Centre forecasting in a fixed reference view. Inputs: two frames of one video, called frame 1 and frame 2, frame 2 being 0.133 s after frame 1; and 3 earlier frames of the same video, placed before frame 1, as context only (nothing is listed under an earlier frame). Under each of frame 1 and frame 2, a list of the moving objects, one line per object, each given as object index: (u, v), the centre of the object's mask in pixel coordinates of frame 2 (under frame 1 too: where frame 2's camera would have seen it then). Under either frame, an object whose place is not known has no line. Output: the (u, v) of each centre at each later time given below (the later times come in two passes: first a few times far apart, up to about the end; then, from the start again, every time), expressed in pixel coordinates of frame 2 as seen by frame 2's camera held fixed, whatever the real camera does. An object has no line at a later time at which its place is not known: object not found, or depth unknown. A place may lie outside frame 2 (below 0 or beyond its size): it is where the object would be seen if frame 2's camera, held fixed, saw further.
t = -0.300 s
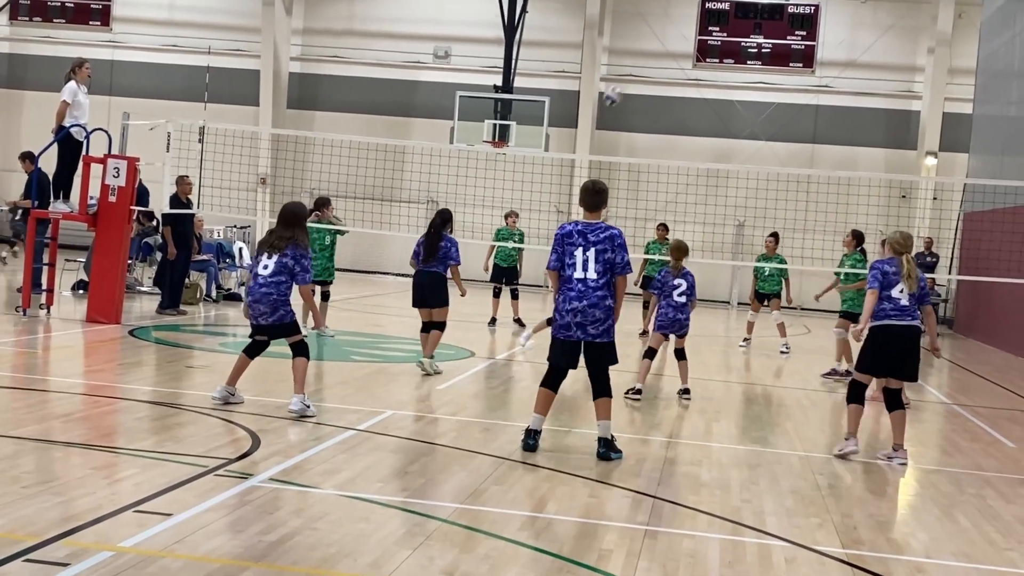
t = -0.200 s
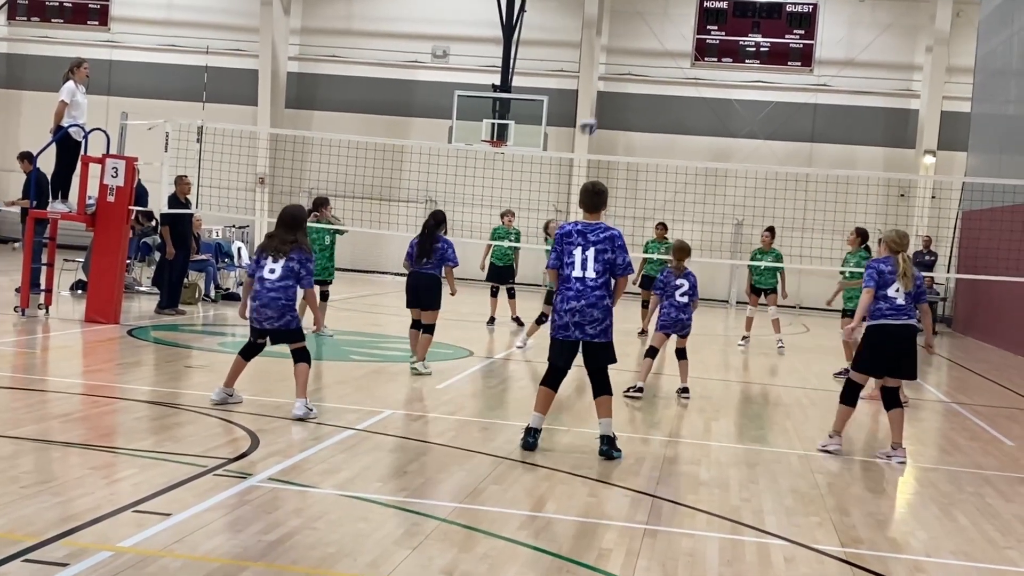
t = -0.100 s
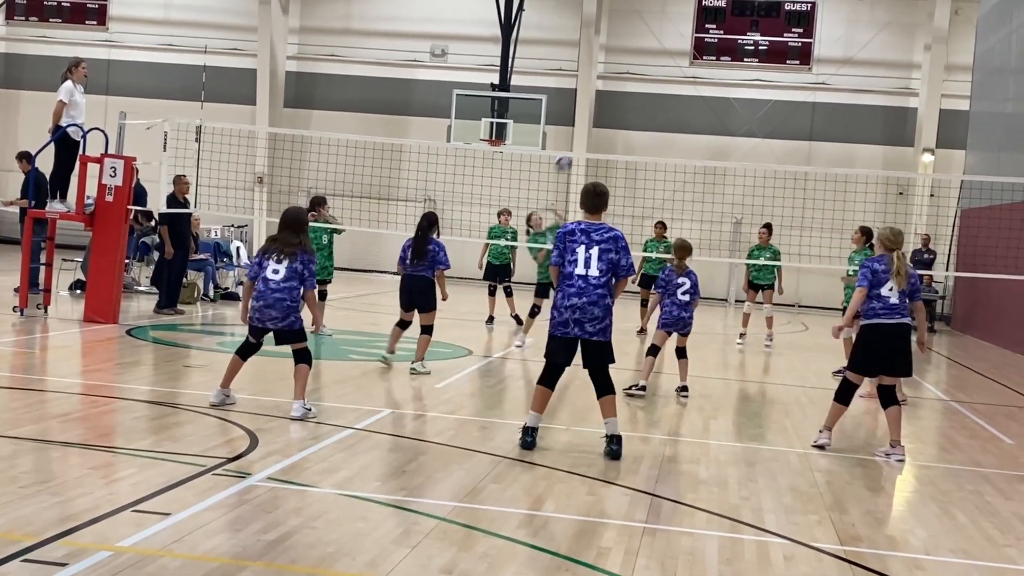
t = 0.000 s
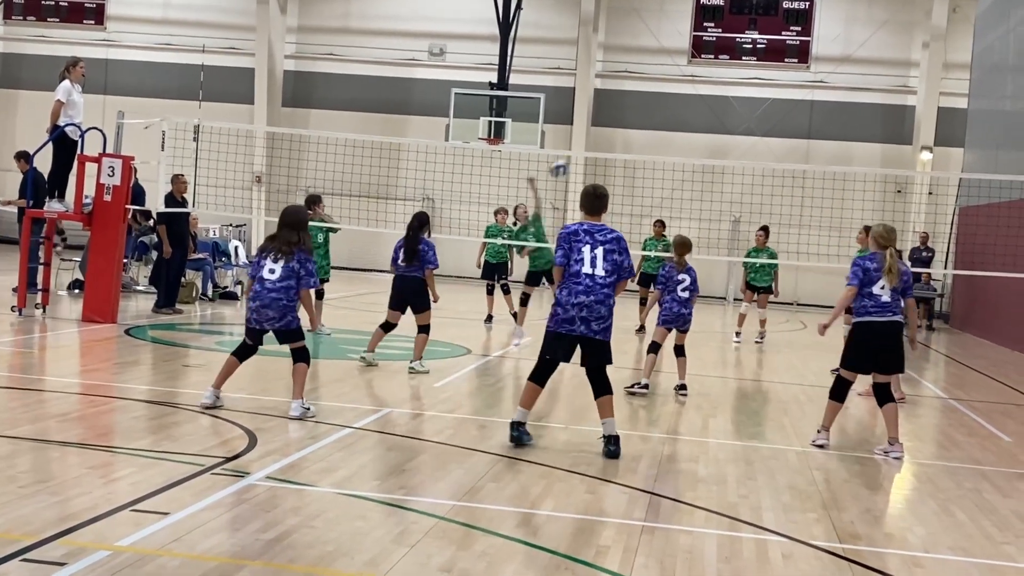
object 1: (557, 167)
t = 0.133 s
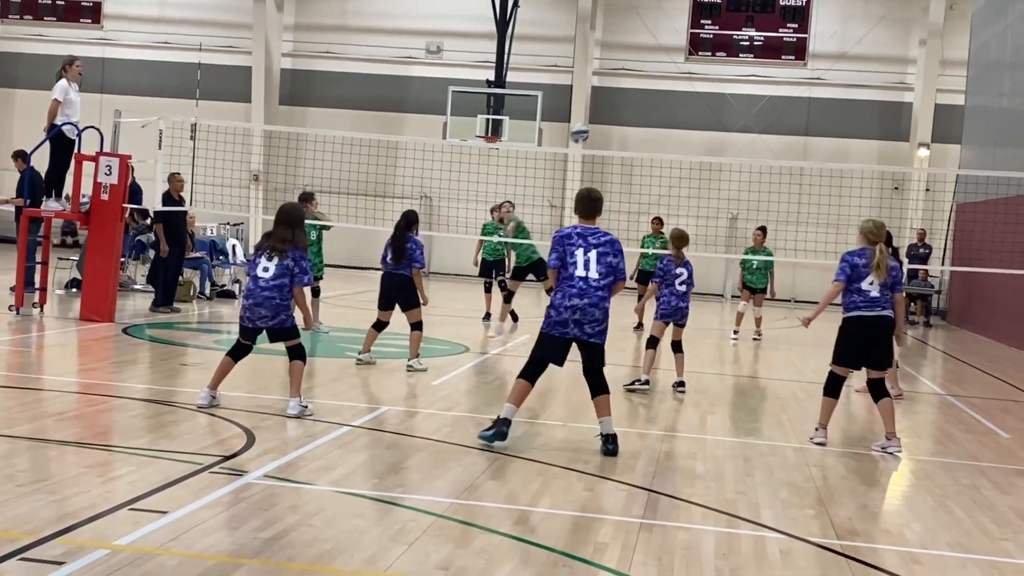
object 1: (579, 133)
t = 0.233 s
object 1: (598, 117)
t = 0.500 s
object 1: (651, 123)
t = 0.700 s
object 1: (694, 187)
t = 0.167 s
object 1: (586, 127)
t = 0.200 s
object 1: (591, 121)
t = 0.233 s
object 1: (598, 117)
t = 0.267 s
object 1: (604, 114)
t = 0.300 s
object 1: (611, 111)
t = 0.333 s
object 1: (618, 111)
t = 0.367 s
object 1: (624, 111)
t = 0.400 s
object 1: (631, 112)
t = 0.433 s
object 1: (638, 115)
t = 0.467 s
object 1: (644, 118)
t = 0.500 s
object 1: (651, 123)
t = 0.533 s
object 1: (658, 130)
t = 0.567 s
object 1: (665, 139)
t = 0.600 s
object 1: (673, 148)
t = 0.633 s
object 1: (680, 158)
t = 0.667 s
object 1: (687, 172)
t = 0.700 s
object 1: (694, 187)
